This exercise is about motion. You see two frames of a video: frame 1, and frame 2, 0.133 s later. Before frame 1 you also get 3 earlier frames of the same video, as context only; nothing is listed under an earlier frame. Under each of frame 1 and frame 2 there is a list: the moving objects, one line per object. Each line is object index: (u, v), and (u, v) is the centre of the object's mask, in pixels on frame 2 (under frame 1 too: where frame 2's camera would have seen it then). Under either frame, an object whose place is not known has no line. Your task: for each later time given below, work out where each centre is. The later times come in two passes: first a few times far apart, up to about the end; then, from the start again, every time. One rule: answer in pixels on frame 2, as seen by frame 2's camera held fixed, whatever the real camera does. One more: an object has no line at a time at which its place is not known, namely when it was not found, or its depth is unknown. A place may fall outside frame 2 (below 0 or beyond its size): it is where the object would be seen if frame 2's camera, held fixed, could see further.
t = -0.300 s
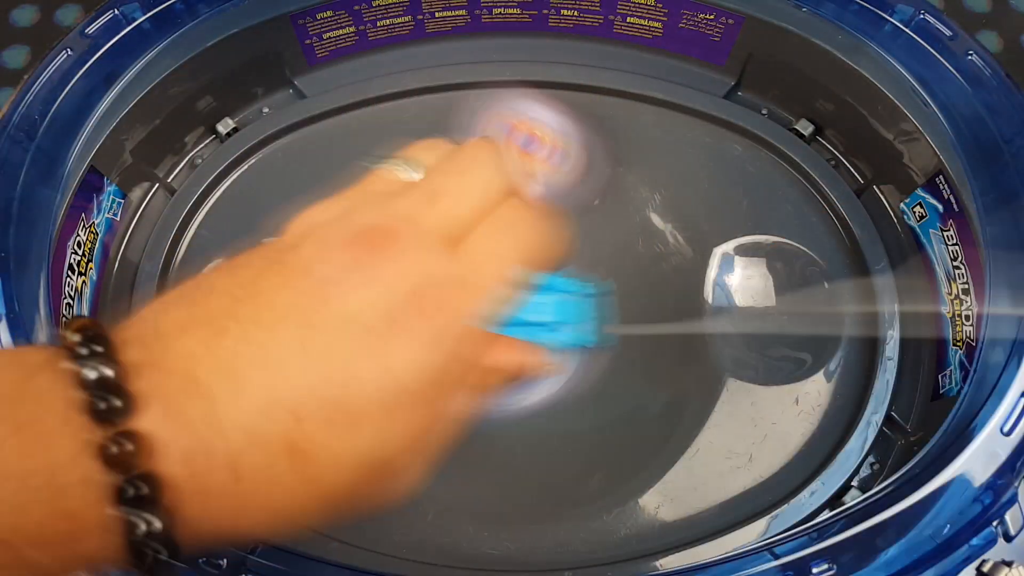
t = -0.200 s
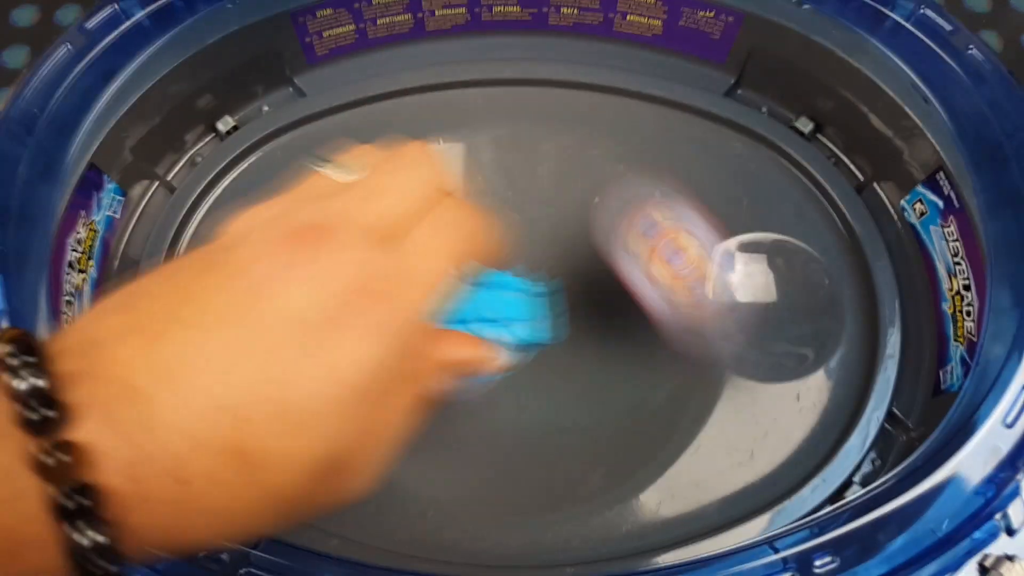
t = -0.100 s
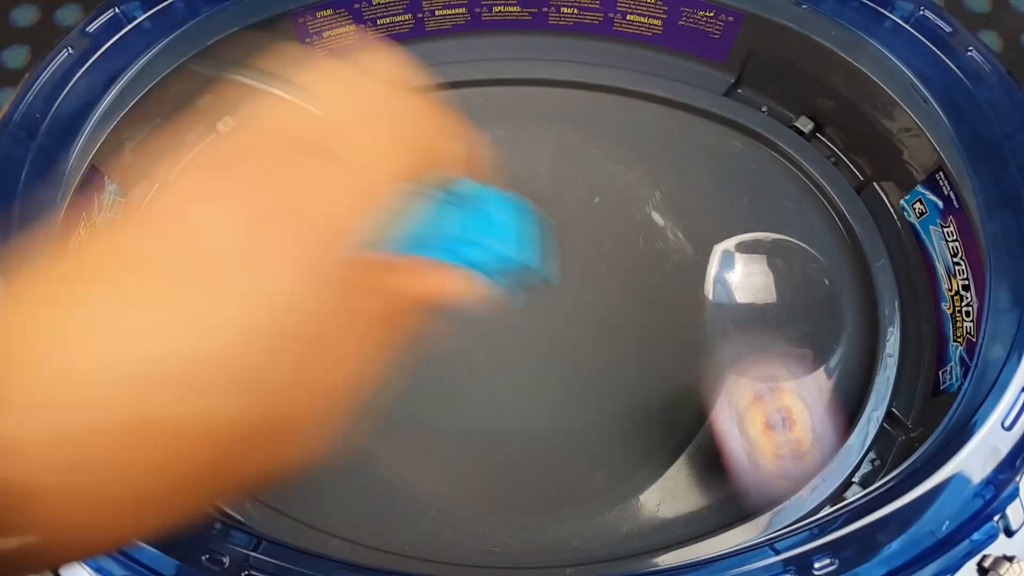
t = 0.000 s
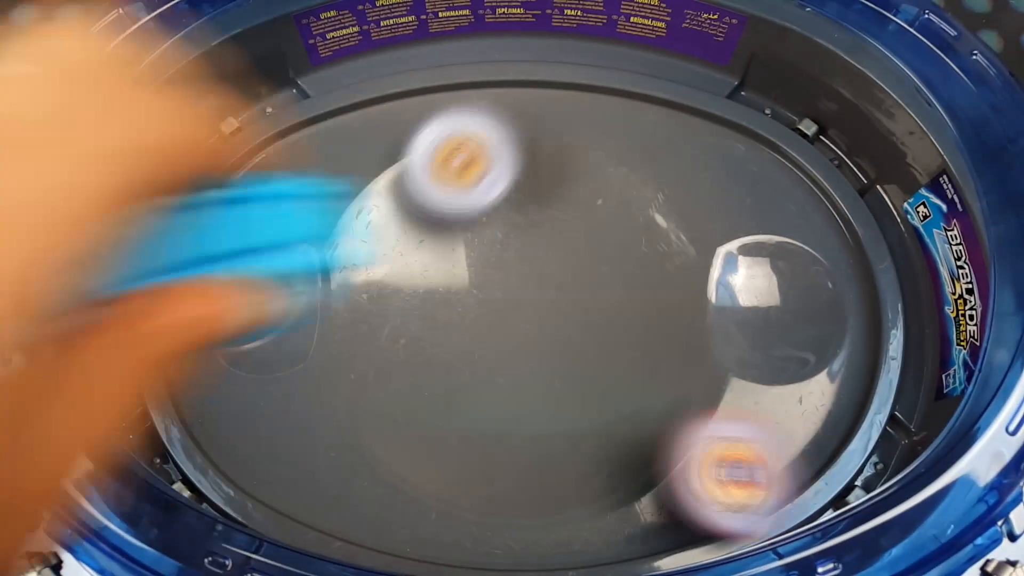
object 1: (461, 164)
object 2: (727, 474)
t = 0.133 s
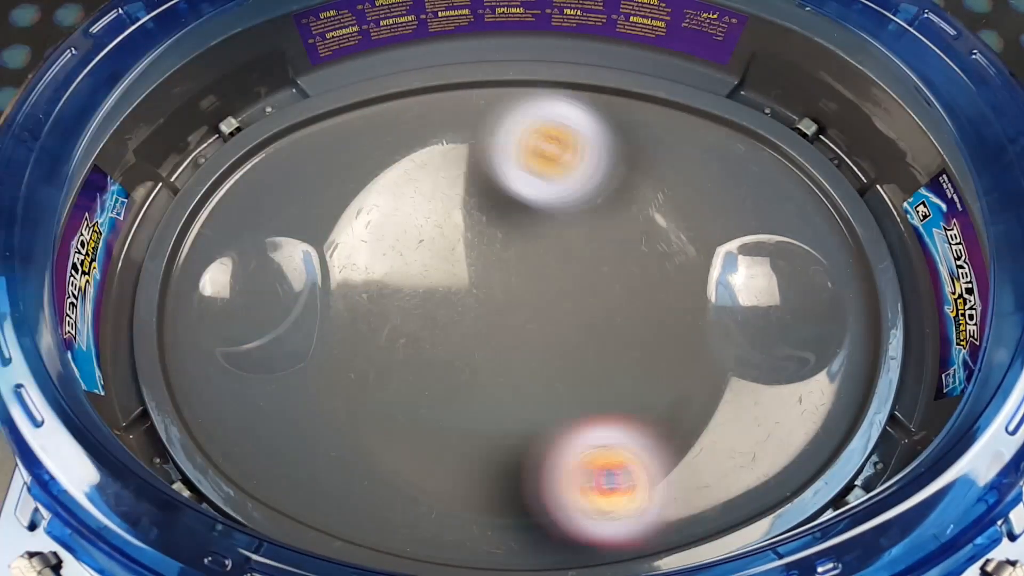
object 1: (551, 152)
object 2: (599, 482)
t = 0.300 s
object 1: (654, 308)
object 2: (387, 404)
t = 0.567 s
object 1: (366, 447)
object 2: (536, 79)
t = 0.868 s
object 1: (277, 165)
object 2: (867, 251)
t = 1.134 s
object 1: (470, 88)
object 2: (740, 490)
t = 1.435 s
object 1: (593, 177)
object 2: (400, 417)
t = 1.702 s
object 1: (499, 508)
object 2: (463, 81)
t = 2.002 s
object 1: (171, 352)
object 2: (680, 340)
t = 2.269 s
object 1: (330, 107)
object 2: (299, 345)
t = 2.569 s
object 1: (655, 221)
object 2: (253, 139)
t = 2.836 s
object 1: (548, 517)
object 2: (384, 129)
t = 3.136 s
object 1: (323, 299)
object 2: (637, 354)
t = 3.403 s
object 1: (616, 104)
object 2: (449, 519)
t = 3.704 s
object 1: (869, 279)
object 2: (389, 411)
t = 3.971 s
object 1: (675, 505)
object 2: (572, 180)
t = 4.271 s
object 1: (368, 358)
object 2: (802, 317)
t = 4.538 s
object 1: (536, 110)
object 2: (790, 251)
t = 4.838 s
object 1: (556, 270)
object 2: (823, 414)
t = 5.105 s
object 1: (296, 277)
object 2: (725, 410)
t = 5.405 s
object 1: (234, 314)
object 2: (559, 367)
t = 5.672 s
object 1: (245, 319)
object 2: (418, 233)
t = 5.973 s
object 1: (292, 292)
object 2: (522, 208)
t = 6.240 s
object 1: (444, 331)
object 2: (571, 381)
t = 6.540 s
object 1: (556, 296)
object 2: (691, 437)
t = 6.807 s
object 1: (613, 339)
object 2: (735, 262)
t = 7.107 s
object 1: (536, 282)
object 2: (653, 183)
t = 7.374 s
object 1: (420, 335)
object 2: (560, 246)
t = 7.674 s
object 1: (246, 460)
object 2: (565, 304)
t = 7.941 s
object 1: (329, 337)
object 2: (550, 312)
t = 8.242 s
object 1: (465, 248)
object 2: (547, 329)
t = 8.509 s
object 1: (493, 254)
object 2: (599, 307)
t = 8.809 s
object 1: (484, 292)
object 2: (563, 328)
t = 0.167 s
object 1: (576, 166)
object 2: (564, 480)
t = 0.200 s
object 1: (602, 189)
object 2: (523, 473)
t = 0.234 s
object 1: (630, 221)
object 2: (477, 459)
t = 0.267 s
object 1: (648, 263)
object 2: (430, 437)
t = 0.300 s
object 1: (654, 308)
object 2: (387, 404)
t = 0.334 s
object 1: (648, 355)
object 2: (360, 366)
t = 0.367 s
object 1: (630, 394)
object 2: (342, 313)
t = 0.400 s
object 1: (598, 431)
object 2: (348, 253)
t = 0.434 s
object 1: (557, 455)
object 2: (357, 200)
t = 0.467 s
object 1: (512, 473)
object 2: (395, 153)
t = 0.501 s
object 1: (462, 477)
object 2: (444, 118)
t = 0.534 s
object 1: (410, 468)
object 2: (492, 92)
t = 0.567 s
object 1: (366, 447)
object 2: (536, 79)
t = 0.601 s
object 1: (331, 422)
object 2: (583, 75)
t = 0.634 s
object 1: (295, 386)
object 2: (635, 88)
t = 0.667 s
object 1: (266, 351)
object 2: (681, 99)
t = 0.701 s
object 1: (238, 307)
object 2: (724, 112)
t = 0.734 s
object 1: (218, 271)
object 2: (759, 123)
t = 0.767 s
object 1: (195, 221)
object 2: (792, 139)
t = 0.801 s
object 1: (200, 192)
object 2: (822, 168)
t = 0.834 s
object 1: (238, 178)
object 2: (849, 211)
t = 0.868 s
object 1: (277, 165)
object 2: (867, 251)
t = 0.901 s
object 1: (308, 149)
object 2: (877, 289)
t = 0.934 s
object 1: (336, 134)
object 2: (878, 323)
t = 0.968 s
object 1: (364, 117)
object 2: (871, 359)
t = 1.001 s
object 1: (388, 103)
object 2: (857, 395)
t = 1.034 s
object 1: (406, 89)
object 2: (838, 426)
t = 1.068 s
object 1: (428, 87)
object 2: (804, 456)
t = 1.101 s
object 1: (451, 88)
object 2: (773, 475)
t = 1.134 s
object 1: (470, 88)
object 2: (740, 490)
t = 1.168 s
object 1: (484, 87)
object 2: (698, 502)
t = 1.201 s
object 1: (494, 86)
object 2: (662, 509)
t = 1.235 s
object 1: (504, 86)
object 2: (634, 511)
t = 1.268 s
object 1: (513, 87)
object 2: (604, 510)
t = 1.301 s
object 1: (525, 91)
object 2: (573, 503)
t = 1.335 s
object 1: (539, 100)
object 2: (537, 496)
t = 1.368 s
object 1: (556, 116)
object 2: (494, 481)
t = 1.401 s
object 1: (574, 142)
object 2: (447, 454)
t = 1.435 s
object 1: (593, 177)
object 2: (400, 417)
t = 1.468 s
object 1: (612, 221)
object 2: (367, 373)
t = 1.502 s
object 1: (625, 271)
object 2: (346, 323)
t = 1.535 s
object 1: (629, 329)
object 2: (337, 257)
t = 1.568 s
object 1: (621, 380)
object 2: (350, 195)
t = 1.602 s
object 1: (604, 424)
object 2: (379, 148)
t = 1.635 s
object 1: (576, 461)
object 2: (409, 105)
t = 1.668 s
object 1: (540, 492)
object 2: (433, 77)
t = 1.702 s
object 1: (499, 508)
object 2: (463, 81)
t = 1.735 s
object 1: (452, 515)
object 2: (495, 91)
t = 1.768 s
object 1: (409, 517)
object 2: (527, 103)
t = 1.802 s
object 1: (365, 507)
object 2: (559, 115)
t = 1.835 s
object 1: (324, 488)
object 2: (592, 129)
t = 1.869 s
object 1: (284, 469)
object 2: (628, 148)
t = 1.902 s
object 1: (243, 447)
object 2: (658, 176)
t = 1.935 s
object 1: (207, 423)
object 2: (677, 218)
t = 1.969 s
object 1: (185, 390)
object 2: (690, 280)
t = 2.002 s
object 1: (171, 352)
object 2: (680, 340)
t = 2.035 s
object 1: (162, 312)
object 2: (656, 385)
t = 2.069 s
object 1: (167, 275)
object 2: (612, 424)
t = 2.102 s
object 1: (178, 236)
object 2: (566, 448)
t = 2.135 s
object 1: (198, 196)
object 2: (493, 457)
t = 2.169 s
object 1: (228, 163)
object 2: (430, 446)
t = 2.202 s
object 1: (257, 139)
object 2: (376, 419)
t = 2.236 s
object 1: (291, 121)
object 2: (337, 386)
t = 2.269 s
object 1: (330, 107)
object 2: (299, 345)
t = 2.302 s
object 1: (374, 98)
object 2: (266, 297)
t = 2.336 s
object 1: (413, 93)
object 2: (245, 269)
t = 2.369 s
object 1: (447, 92)
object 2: (226, 240)
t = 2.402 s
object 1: (478, 95)
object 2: (218, 212)
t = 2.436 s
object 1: (513, 103)
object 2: (215, 193)
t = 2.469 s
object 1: (550, 120)
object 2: (213, 177)
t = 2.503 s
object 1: (591, 148)
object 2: (218, 162)
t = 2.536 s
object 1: (625, 179)
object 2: (233, 152)
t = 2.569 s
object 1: (655, 221)
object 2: (253, 139)
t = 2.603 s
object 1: (678, 273)
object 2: (274, 128)
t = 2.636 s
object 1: (691, 332)
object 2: (295, 119)
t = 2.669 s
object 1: (692, 383)
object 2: (312, 115)
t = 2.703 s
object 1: (670, 446)
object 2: (329, 115)
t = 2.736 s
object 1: (644, 487)
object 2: (343, 115)
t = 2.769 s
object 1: (620, 514)
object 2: (358, 118)
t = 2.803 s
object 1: (582, 521)
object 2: (370, 122)
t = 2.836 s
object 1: (548, 517)
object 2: (384, 129)
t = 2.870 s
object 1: (516, 514)
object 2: (405, 141)
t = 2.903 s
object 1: (481, 508)
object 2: (430, 151)
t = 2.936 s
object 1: (444, 497)
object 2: (470, 167)
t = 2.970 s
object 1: (410, 478)
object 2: (515, 184)
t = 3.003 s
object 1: (376, 447)
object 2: (547, 203)
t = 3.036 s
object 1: (349, 412)
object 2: (589, 242)
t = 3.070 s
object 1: (333, 373)
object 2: (617, 282)
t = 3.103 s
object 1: (327, 342)
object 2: (629, 304)
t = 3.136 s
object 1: (323, 299)
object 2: (637, 354)
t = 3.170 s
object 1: (331, 249)
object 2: (635, 398)
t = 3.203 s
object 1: (352, 201)
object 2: (614, 437)
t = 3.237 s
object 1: (380, 167)
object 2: (574, 483)
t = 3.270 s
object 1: (428, 135)
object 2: (541, 505)
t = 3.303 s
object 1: (473, 115)
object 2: (510, 520)
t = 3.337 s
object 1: (520, 104)
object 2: (490, 528)
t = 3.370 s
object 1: (571, 102)
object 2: (469, 524)
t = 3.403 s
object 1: (616, 104)
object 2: (449, 519)
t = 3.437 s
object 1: (659, 109)
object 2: (432, 515)
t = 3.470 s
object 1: (695, 117)
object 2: (421, 512)
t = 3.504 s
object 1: (728, 128)
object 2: (416, 509)
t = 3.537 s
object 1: (760, 142)
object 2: (414, 505)
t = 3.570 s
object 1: (789, 157)
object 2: (412, 497)
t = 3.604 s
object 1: (817, 180)
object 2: (409, 485)
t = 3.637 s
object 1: (841, 204)
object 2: (403, 466)
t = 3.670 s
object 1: (860, 239)
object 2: (396, 442)
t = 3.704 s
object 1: (869, 279)
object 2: (389, 411)
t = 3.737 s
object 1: (876, 315)
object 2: (385, 368)
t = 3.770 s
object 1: (869, 350)
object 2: (388, 340)
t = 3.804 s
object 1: (855, 385)
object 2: (400, 304)
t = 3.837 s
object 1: (835, 420)
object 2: (424, 264)
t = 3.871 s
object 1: (804, 453)
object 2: (457, 230)
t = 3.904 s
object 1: (768, 473)
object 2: (497, 202)
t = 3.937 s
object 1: (723, 492)
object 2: (534, 188)
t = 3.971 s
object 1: (675, 505)
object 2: (572, 180)
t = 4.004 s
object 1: (634, 511)
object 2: (613, 180)
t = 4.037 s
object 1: (598, 513)
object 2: (653, 192)
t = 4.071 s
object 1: (564, 511)
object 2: (683, 211)
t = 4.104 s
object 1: (530, 504)
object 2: (707, 234)
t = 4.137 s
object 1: (494, 493)
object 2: (731, 268)
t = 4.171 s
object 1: (453, 468)
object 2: (756, 291)
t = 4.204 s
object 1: (416, 434)
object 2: (778, 306)
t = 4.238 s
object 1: (388, 396)
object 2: (794, 315)
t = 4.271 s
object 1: (368, 358)
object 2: (802, 317)
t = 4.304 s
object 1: (356, 311)
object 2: (797, 318)
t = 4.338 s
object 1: (353, 263)
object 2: (782, 316)
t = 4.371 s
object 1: (361, 218)
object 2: (769, 309)
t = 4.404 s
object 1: (381, 182)
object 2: (756, 297)
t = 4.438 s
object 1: (415, 149)
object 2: (752, 281)
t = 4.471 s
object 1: (454, 127)
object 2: (758, 265)
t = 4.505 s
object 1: (495, 114)
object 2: (772, 254)
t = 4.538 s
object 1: (536, 110)
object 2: (790, 251)
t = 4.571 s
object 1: (578, 115)
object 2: (810, 258)
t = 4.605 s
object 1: (619, 127)
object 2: (826, 281)
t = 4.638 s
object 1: (654, 150)
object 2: (826, 309)
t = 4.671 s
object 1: (679, 176)
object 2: (810, 332)
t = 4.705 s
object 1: (693, 205)
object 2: (778, 341)
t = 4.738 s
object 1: (676, 240)
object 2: (771, 352)
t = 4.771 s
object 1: (643, 249)
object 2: (790, 375)
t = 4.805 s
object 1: (603, 259)
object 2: (804, 394)
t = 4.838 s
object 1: (556, 270)
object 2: (823, 414)
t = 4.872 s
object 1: (513, 278)
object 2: (840, 434)
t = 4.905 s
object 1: (469, 284)
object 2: (822, 431)
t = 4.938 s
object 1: (424, 288)
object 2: (798, 422)
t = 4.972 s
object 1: (389, 287)
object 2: (777, 417)
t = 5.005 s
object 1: (359, 289)
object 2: (764, 414)
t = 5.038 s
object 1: (328, 282)
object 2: (743, 413)
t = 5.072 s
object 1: (310, 279)
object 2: (728, 411)
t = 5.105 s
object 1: (296, 277)
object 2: (725, 410)
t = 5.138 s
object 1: (283, 280)
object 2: (721, 407)
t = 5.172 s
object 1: (259, 285)
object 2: (716, 396)
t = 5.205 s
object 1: (242, 288)
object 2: (710, 391)
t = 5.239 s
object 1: (225, 293)
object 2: (694, 385)
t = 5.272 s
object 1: (212, 298)
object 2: (674, 385)
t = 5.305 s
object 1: (208, 303)
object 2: (649, 386)
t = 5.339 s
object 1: (211, 307)
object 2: (621, 384)
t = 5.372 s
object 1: (223, 312)
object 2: (589, 377)
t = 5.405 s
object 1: (234, 314)
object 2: (559, 367)
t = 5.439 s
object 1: (251, 314)
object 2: (530, 353)
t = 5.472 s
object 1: (272, 317)
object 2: (503, 339)
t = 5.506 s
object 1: (286, 315)
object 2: (479, 325)
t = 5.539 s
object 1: (295, 313)
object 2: (457, 309)
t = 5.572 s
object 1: (300, 311)
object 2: (436, 294)
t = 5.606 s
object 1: (294, 311)
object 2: (418, 270)
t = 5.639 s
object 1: (273, 318)
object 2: (416, 249)
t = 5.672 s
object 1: (245, 319)
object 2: (418, 233)
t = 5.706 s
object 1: (230, 318)
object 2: (424, 214)
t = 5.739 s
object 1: (220, 316)
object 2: (431, 198)
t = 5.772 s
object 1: (214, 313)
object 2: (439, 189)
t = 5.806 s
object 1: (218, 307)
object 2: (451, 182)
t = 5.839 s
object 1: (228, 301)
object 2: (464, 179)
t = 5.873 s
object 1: (241, 296)
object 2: (478, 180)
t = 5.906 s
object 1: (257, 292)
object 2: (492, 183)
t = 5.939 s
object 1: (272, 291)
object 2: (507, 193)
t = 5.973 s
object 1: (292, 292)
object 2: (522, 208)
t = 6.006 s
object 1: (303, 294)
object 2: (536, 224)
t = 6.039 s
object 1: (315, 301)
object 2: (548, 243)
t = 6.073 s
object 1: (324, 307)
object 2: (560, 266)
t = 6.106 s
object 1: (333, 315)
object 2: (568, 290)
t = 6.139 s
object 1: (351, 323)
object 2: (574, 313)
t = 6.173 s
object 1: (378, 327)
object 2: (576, 340)
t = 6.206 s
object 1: (408, 329)
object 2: (574, 362)
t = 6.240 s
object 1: (444, 331)
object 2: (571, 381)
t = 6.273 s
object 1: (468, 330)
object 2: (576, 400)
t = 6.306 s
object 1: (470, 318)
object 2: (599, 418)
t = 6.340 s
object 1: (473, 310)
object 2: (617, 433)
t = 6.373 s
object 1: (481, 303)
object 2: (631, 445)
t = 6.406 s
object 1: (494, 298)
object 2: (643, 451)
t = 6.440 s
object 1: (508, 295)
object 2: (652, 454)
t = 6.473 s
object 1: (525, 293)
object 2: (662, 454)
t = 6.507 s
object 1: (539, 292)
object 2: (675, 448)
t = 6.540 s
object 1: (556, 296)
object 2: (691, 437)
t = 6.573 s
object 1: (573, 301)
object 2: (708, 418)
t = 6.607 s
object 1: (587, 308)
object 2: (720, 392)
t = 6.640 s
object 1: (599, 315)
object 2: (731, 371)
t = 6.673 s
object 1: (608, 321)
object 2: (737, 352)
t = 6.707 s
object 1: (612, 326)
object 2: (742, 326)
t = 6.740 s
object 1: (613, 331)
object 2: (743, 300)
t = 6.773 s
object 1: (613, 334)
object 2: (741, 287)
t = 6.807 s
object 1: (613, 339)
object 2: (735, 262)
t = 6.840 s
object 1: (612, 340)
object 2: (736, 249)
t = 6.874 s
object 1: (605, 341)
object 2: (746, 239)
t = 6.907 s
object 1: (595, 340)
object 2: (751, 226)
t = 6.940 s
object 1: (584, 335)
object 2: (750, 212)
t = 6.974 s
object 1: (573, 328)
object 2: (739, 201)
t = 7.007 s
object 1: (561, 318)
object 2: (722, 187)
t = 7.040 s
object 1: (551, 307)
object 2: (697, 180)
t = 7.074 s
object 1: (542, 295)
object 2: (676, 176)
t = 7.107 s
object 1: (536, 282)
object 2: (653, 183)
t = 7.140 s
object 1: (529, 270)
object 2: (635, 192)
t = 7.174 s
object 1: (515, 269)
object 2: (620, 193)
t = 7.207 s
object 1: (499, 271)
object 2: (611, 199)
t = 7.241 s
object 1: (485, 273)
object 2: (598, 207)
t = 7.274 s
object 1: (476, 276)
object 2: (588, 226)
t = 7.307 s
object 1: (468, 282)
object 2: (574, 238)
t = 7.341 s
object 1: (451, 301)
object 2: (563, 255)
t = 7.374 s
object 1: (420, 335)
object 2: (560, 246)
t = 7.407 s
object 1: (391, 361)
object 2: (561, 246)
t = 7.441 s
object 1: (359, 386)
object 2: (563, 247)
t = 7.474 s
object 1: (332, 405)
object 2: (563, 250)
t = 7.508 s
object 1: (307, 425)
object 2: (562, 258)
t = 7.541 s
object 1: (287, 443)
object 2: (562, 267)
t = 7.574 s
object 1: (264, 460)
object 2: (559, 274)
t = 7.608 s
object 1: (246, 467)
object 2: (559, 286)
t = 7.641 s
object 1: (247, 464)
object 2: (561, 297)
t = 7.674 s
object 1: (246, 460)
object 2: (565, 304)
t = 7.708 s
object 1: (247, 451)
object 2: (568, 308)
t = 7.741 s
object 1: (254, 437)
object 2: (569, 309)
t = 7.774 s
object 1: (270, 416)
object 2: (568, 308)
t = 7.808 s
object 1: (282, 397)
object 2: (564, 307)
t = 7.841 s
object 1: (291, 379)
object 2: (559, 308)
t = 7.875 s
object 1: (305, 363)
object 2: (555, 310)
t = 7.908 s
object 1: (315, 349)
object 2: (551, 314)
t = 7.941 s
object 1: (329, 337)
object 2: (550, 312)
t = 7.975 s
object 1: (347, 320)
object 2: (547, 309)
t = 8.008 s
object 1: (363, 303)
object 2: (542, 311)
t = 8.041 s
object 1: (384, 286)
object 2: (539, 316)
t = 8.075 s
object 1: (406, 274)
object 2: (534, 314)
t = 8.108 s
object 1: (424, 266)
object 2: (528, 316)
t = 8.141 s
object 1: (434, 259)
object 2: (533, 321)
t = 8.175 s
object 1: (445, 254)
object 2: (537, 324)
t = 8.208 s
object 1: (455, 250)
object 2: (542, 329)
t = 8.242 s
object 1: (465, 248)
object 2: (547, 329)
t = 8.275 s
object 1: (479, 245)
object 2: (550, 330)
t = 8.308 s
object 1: (491, 242)
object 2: (550, 329)
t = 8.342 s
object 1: (504, 241)
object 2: (548, 326)
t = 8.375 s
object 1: (505, 243)
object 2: (557, 322)
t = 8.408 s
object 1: (504, 246)
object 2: (570, 311)
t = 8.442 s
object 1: (499, 248)
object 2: (584, 309)
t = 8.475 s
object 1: (495, 251)
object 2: (594, 307)
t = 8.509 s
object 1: (493, 254)
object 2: (599, 307)
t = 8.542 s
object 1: (493, 255)
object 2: (602, 305)
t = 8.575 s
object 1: (493, 256)
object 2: (603, 305)
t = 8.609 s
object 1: (489, 257)
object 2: (602, 305)
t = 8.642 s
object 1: (486, 262)
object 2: (600, 306)
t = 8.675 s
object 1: (484, 268)
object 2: (594, 309)
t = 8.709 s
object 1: (485, 275)
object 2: (586, 312)
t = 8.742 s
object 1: (484, 279)
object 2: (577, 317)
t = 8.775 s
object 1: (487, 285)
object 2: (569, 323)
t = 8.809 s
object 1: (484, 292)
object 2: (563, 328)
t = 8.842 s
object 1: (478, 301)
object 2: (564, 331)
